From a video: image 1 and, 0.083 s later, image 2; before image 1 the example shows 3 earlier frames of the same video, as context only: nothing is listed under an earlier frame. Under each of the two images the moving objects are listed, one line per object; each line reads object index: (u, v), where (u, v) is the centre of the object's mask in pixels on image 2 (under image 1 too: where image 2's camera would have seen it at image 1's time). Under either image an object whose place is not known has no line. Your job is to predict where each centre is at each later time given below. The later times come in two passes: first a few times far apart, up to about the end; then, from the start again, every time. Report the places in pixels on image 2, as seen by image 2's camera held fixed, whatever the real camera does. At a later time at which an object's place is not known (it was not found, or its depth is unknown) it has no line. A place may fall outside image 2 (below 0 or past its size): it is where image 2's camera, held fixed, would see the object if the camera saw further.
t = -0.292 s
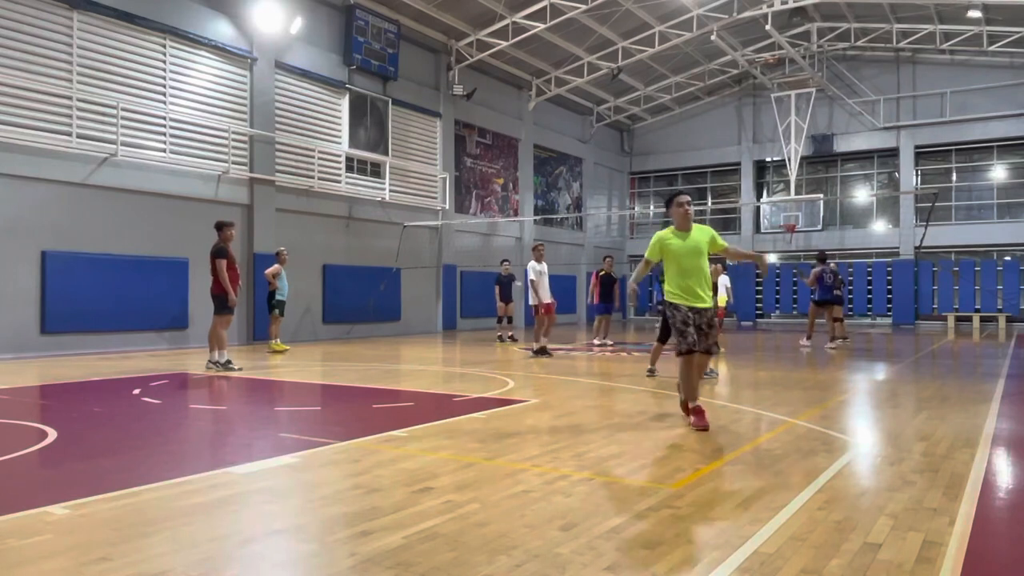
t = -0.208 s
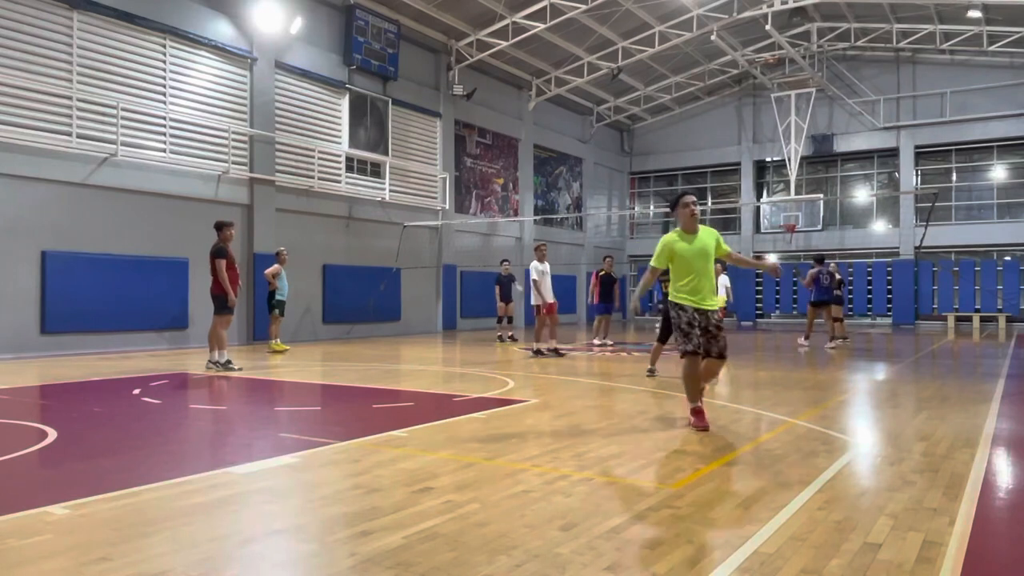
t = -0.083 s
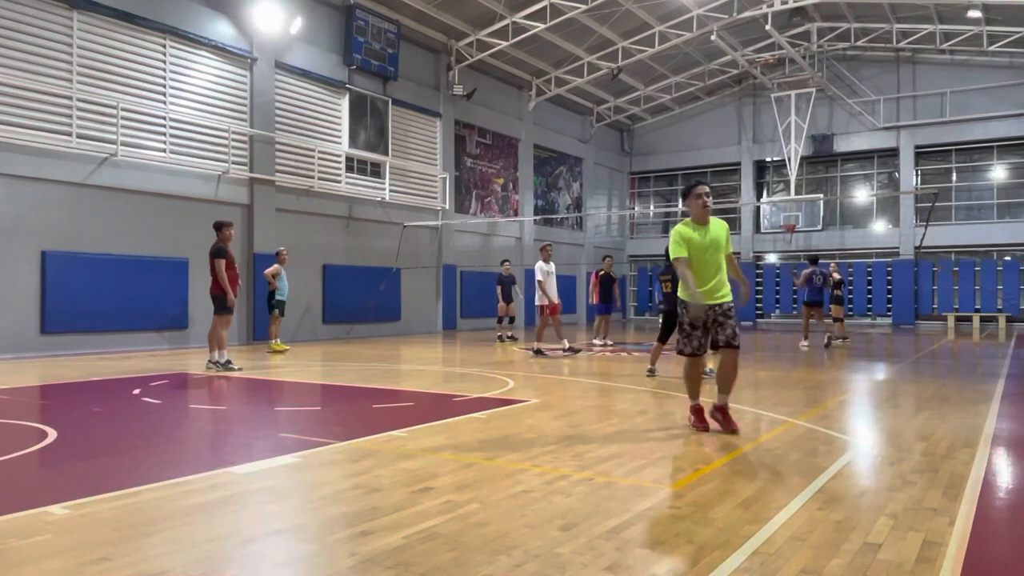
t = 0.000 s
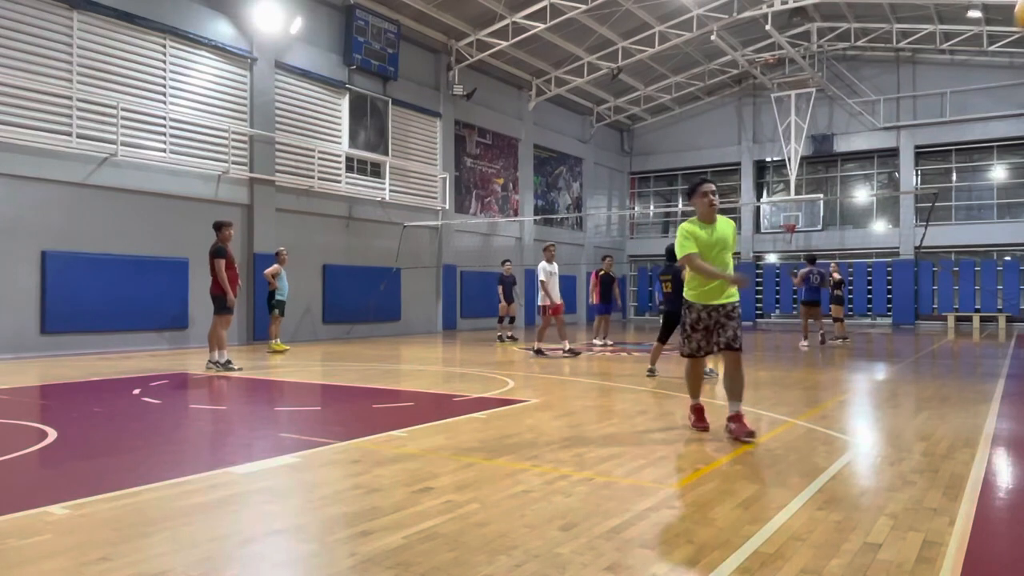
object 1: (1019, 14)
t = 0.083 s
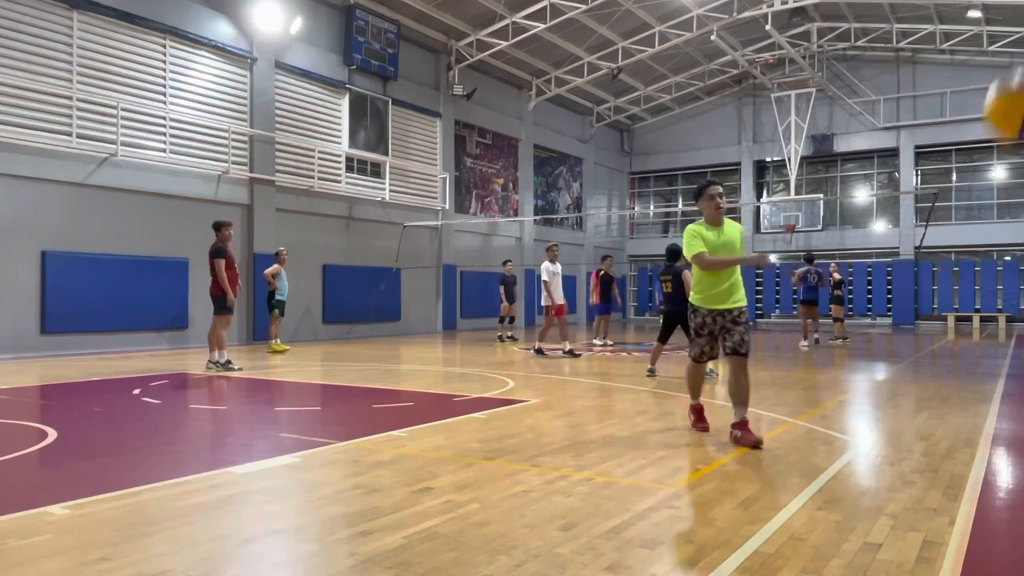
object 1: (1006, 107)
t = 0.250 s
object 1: (961, 325)
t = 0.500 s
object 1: (910, 376)
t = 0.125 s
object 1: (999, 159)
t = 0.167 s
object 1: (991, 213)
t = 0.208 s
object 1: (975, 271)
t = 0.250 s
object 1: (961, 325)
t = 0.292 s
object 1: (948, 385)
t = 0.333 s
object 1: (936, 452)
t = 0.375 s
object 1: (923, 512)
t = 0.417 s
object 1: (920, 466)
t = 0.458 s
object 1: (916, 420)
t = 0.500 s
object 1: (910, 376)
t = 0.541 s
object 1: (908, 340)
